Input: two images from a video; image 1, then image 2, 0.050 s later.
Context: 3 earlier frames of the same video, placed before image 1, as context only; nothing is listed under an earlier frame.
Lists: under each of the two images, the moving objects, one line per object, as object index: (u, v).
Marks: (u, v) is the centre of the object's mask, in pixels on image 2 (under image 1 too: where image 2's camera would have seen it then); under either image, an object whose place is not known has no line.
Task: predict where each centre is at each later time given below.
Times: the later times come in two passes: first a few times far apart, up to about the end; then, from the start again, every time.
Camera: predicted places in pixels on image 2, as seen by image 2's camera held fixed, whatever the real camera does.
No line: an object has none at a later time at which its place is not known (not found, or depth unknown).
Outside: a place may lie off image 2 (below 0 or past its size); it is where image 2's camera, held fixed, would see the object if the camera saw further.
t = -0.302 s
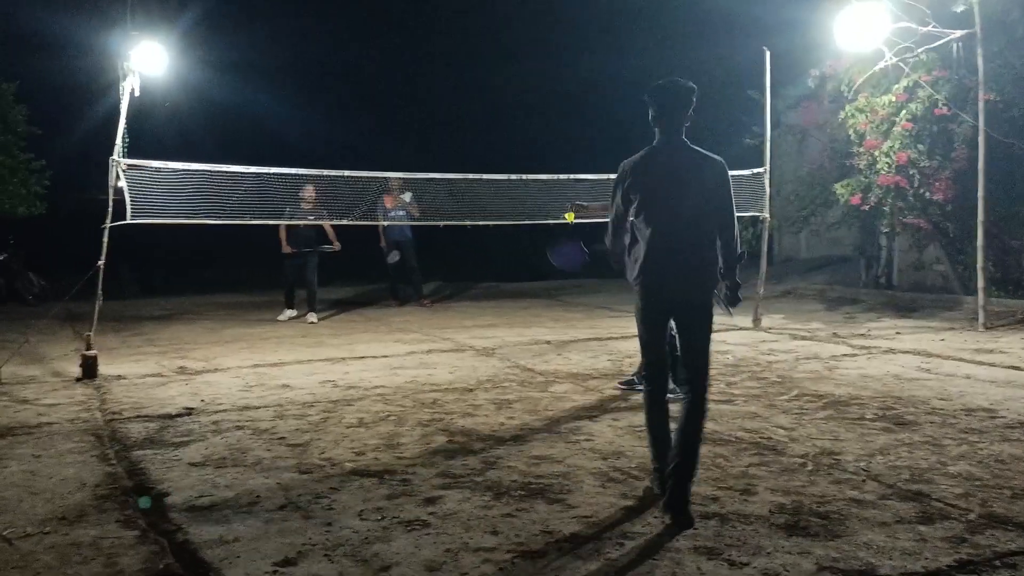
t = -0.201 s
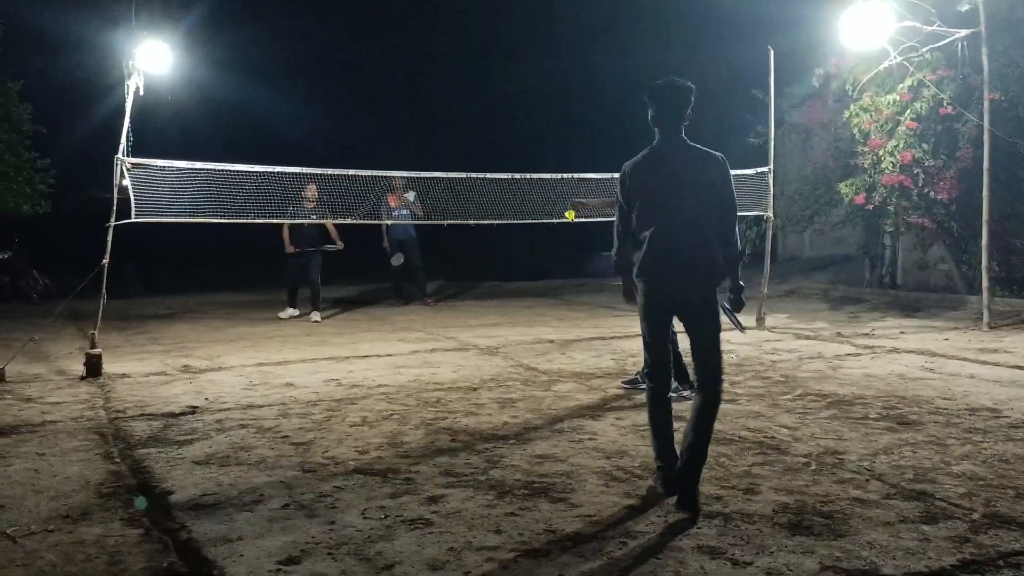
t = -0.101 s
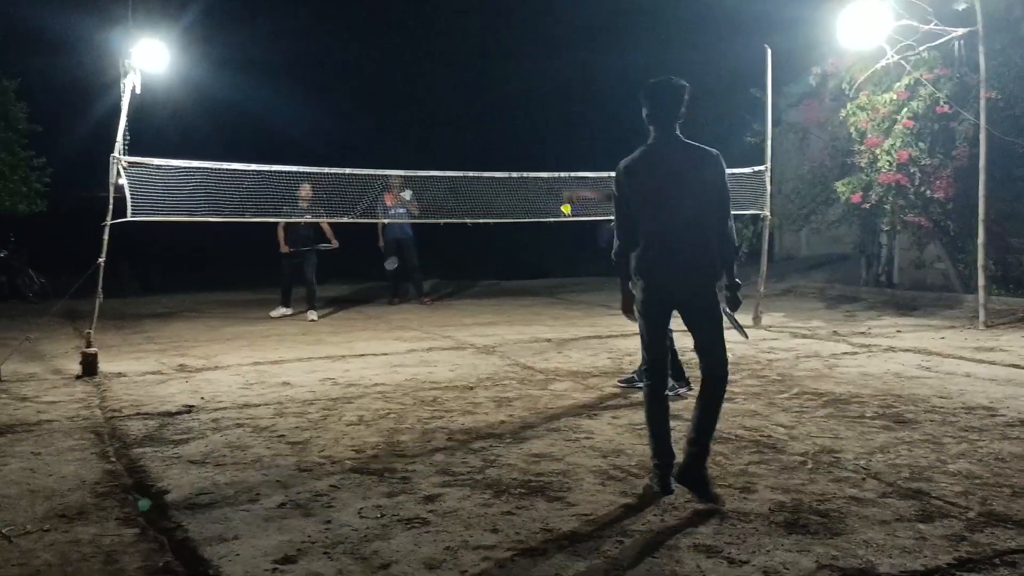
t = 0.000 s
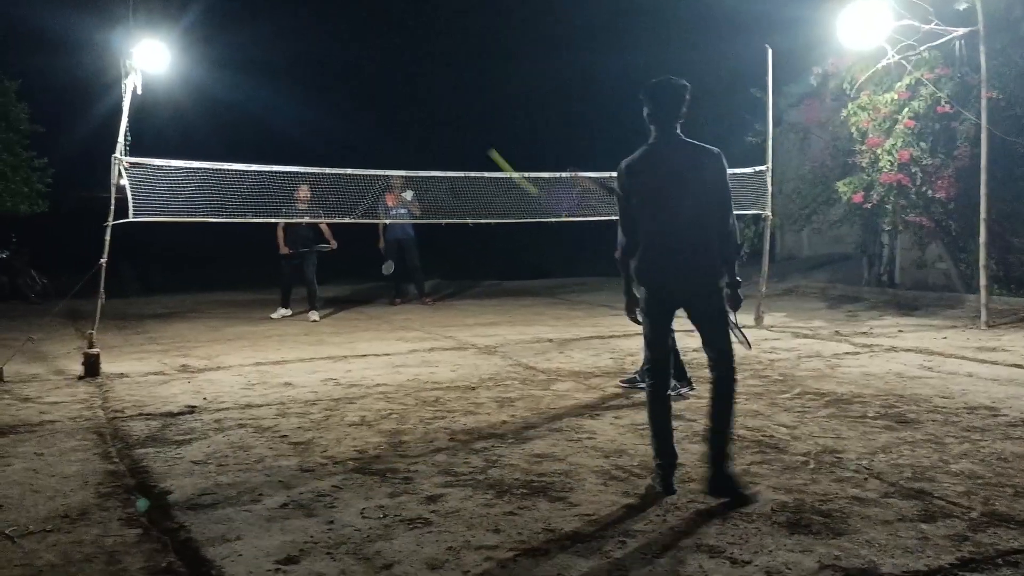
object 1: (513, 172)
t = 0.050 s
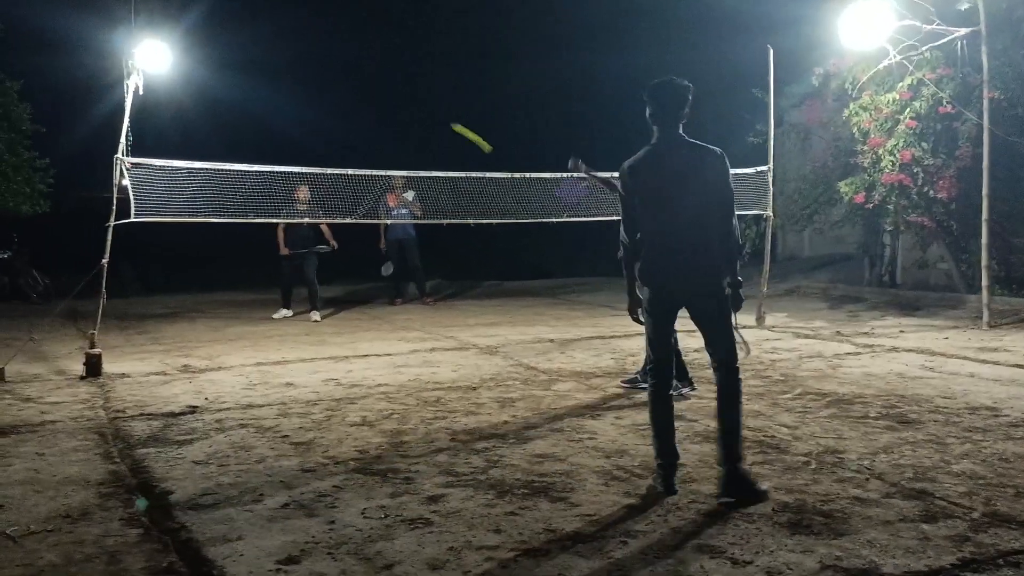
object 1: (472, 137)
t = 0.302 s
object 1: (353, 83)
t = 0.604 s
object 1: (287, 121)
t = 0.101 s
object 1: (438, 117)
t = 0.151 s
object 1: (410, 101)
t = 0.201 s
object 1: (388, 91)
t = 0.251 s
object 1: (369, 85)
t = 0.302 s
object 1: (353, 83)
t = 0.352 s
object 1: (339, 84)
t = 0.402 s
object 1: (326, 87)
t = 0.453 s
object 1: (314, 93)
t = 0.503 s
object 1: (304, 100)
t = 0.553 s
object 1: (295, 110)
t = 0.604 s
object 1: (287, 121)
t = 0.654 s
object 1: (279, 133)
